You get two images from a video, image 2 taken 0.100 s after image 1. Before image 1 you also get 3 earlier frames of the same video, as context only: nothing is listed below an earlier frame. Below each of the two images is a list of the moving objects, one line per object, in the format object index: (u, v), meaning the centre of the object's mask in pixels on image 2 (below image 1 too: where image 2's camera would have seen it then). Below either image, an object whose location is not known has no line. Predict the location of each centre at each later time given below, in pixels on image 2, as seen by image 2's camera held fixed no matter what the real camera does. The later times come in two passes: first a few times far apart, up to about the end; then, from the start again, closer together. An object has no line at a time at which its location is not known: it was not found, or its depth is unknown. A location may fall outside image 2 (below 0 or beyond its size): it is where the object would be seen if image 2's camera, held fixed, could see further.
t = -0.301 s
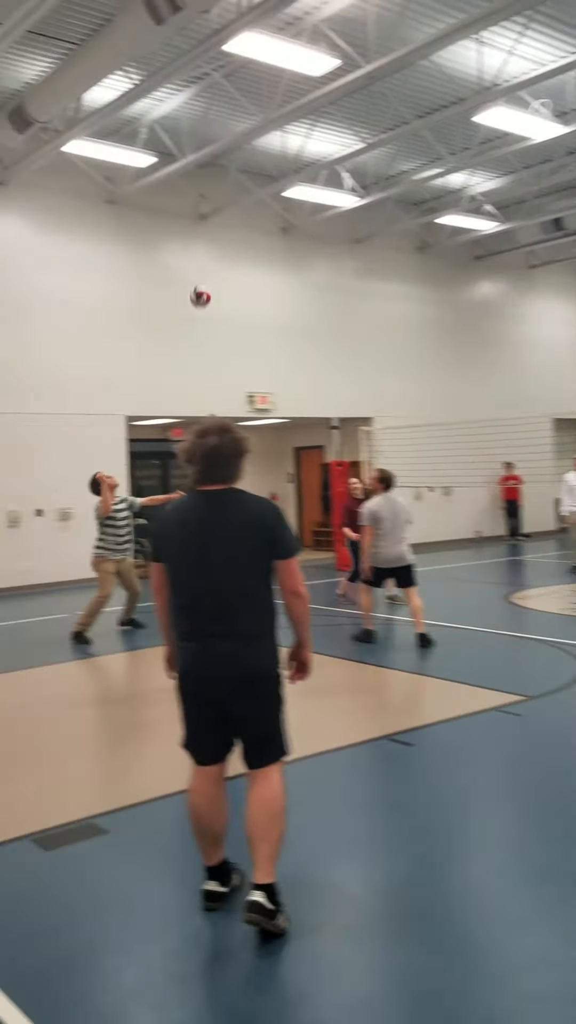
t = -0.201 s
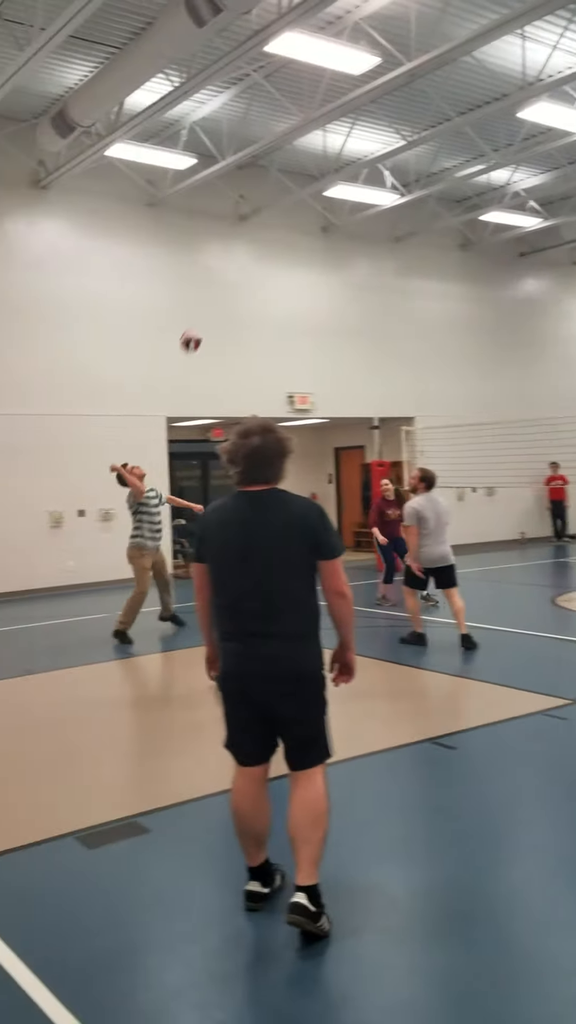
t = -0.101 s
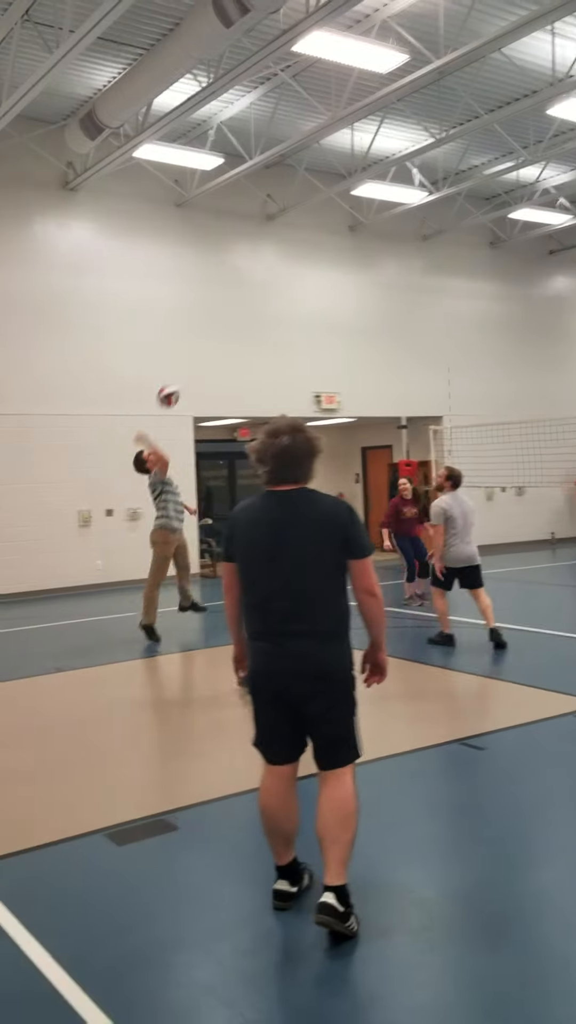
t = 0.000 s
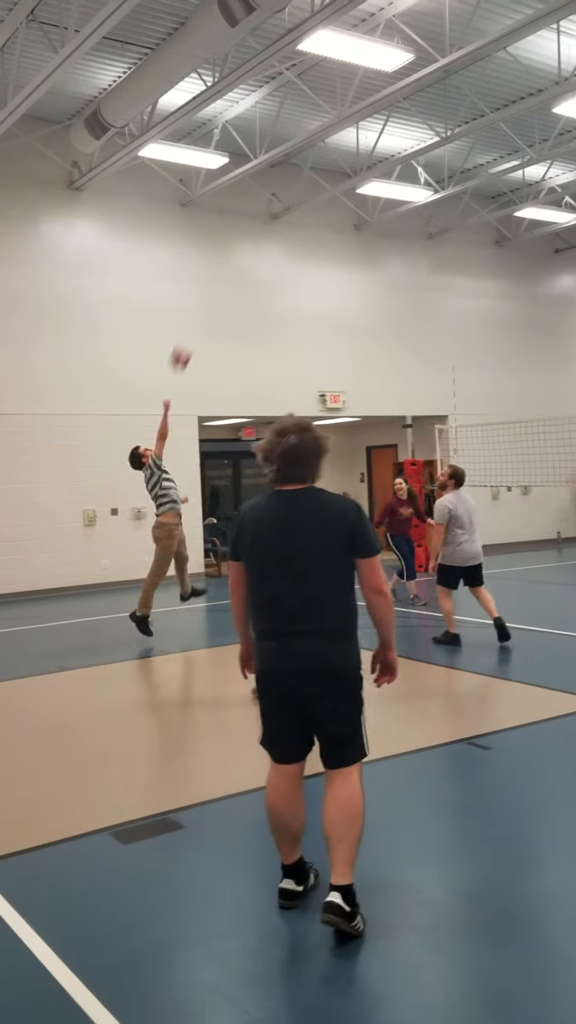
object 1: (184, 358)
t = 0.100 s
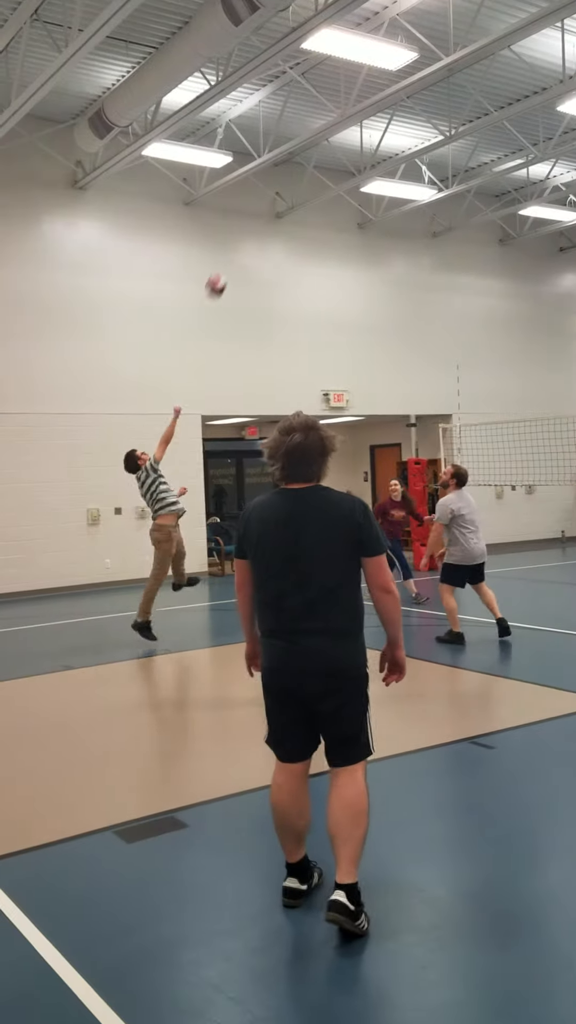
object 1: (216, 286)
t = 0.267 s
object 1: (264, 202)
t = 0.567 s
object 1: (337, 135)
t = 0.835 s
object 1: (389, 145)
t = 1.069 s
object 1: (427, 193)
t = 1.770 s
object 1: (513, 478)
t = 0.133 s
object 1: (226, 266)
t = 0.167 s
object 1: (236, 247)
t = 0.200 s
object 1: (245, 231)
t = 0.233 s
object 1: (256, 215)
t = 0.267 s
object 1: (264, 202)
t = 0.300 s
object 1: (273, 188)
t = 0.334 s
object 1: (281, 177)
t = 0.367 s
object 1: (291, 167)
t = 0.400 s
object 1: (299, 158)
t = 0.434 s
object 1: (307, 152)
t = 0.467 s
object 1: (315, 146)
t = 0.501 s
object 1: (322, 141)
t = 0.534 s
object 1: (329, 137)
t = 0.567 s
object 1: (337, 135)
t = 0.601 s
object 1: (343, 133)
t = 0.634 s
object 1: (351, 132)
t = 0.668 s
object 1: (357, 132)
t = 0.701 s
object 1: (364, 132)
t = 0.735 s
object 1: (370, 135)
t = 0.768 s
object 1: (377, 138)
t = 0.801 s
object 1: (383, 141)
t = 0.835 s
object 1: (389, 145)
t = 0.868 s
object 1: (394, 151)
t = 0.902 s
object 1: (400, 156)
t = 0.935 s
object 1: (405, 162)
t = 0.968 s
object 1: (411, 168)
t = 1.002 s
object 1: (415, 177)
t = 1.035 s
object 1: (423, 184)
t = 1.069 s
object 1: (427, 193)
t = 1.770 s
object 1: (513, 478)
